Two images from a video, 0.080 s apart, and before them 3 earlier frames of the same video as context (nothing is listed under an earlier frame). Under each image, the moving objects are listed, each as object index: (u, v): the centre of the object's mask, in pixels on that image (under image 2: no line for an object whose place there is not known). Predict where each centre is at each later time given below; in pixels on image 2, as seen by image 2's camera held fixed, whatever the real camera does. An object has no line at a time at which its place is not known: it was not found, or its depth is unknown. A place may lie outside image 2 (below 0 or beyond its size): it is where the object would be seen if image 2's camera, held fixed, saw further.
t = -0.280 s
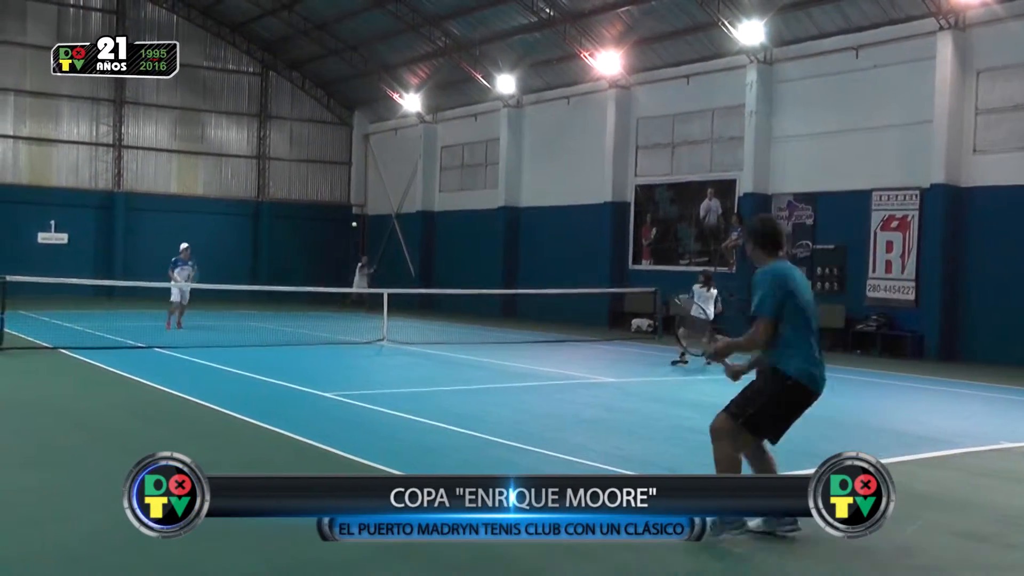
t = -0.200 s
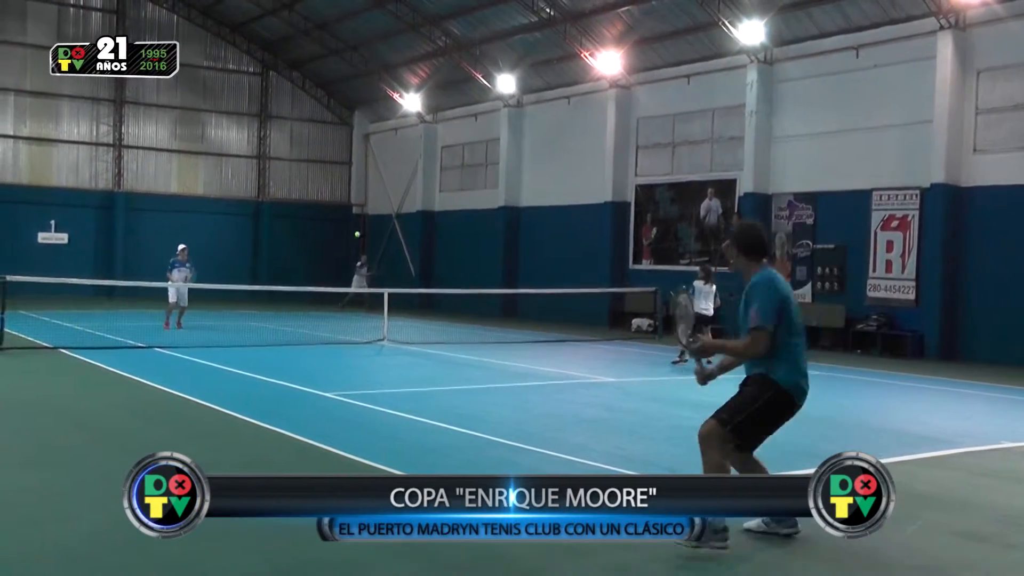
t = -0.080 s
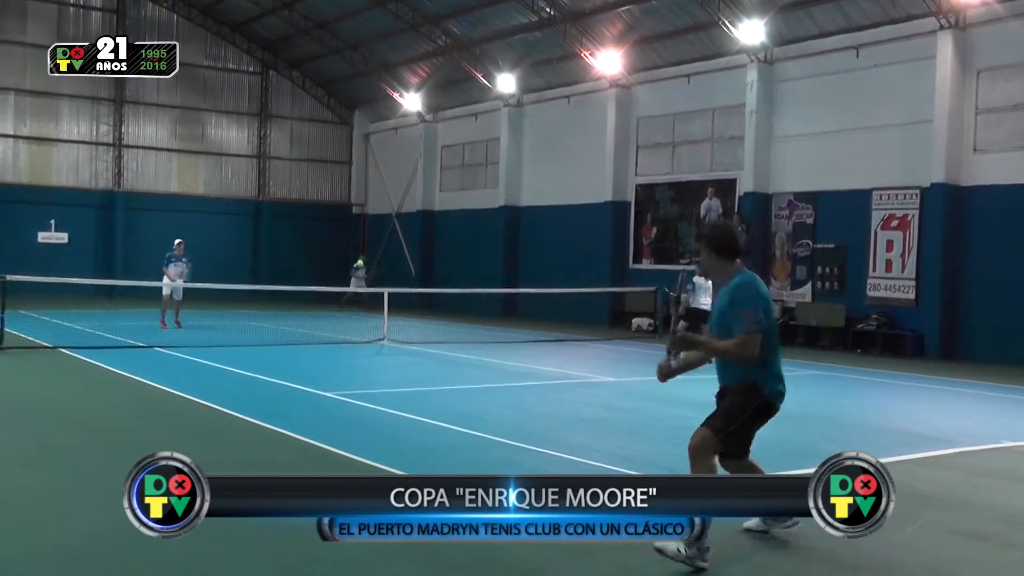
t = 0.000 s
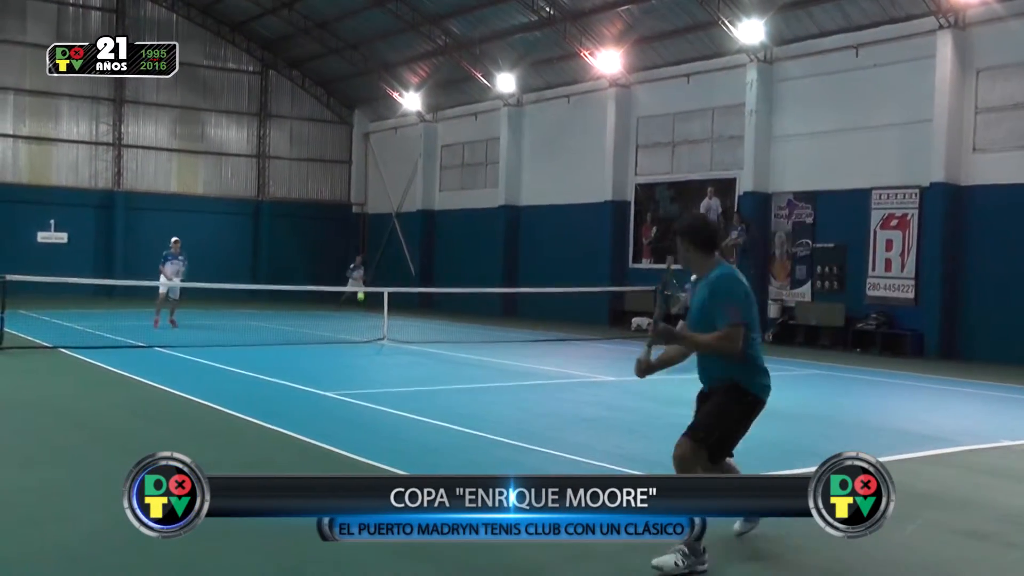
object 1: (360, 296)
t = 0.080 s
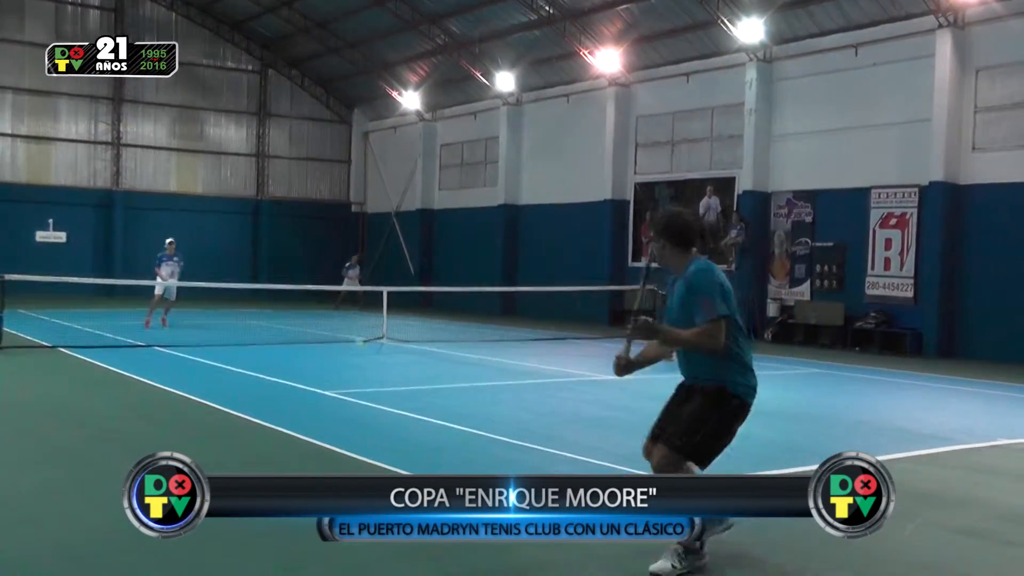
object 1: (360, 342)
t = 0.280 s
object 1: (362, 384)
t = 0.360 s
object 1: (370, 347)
